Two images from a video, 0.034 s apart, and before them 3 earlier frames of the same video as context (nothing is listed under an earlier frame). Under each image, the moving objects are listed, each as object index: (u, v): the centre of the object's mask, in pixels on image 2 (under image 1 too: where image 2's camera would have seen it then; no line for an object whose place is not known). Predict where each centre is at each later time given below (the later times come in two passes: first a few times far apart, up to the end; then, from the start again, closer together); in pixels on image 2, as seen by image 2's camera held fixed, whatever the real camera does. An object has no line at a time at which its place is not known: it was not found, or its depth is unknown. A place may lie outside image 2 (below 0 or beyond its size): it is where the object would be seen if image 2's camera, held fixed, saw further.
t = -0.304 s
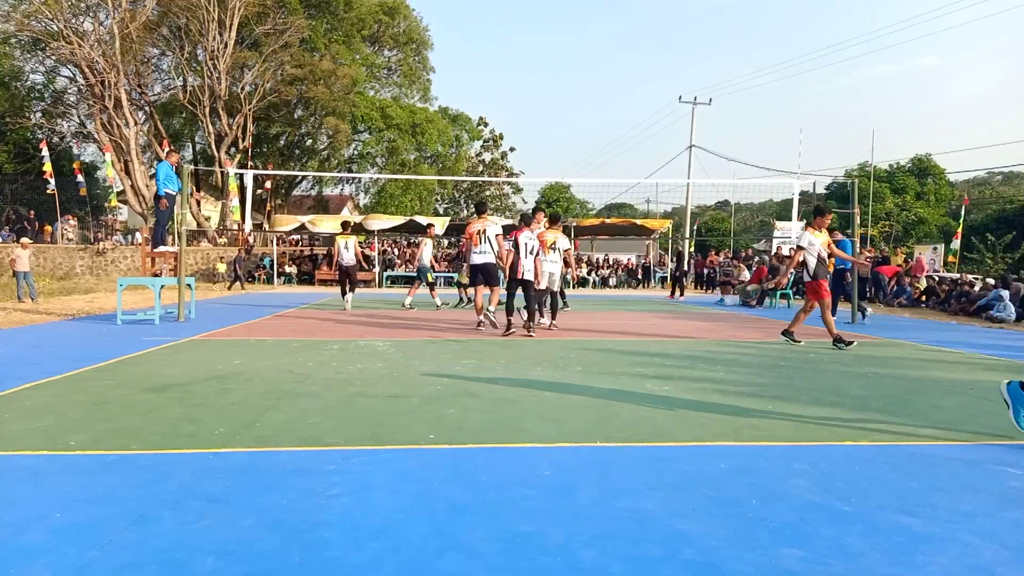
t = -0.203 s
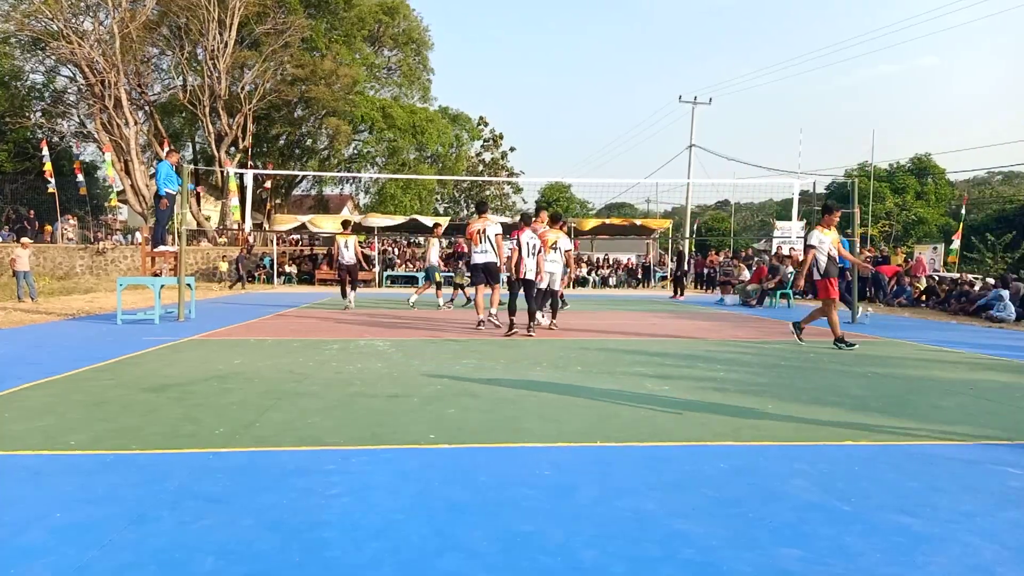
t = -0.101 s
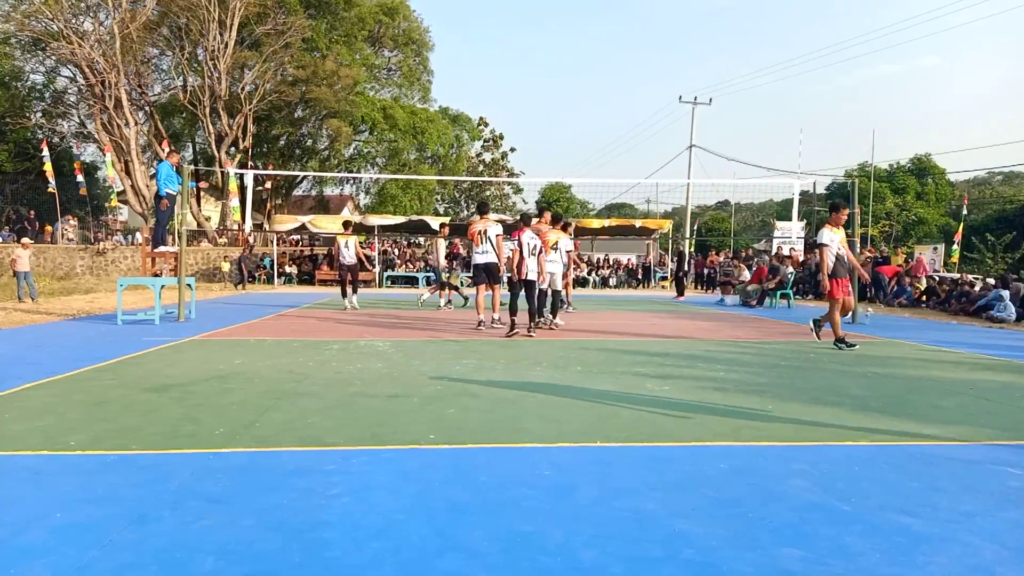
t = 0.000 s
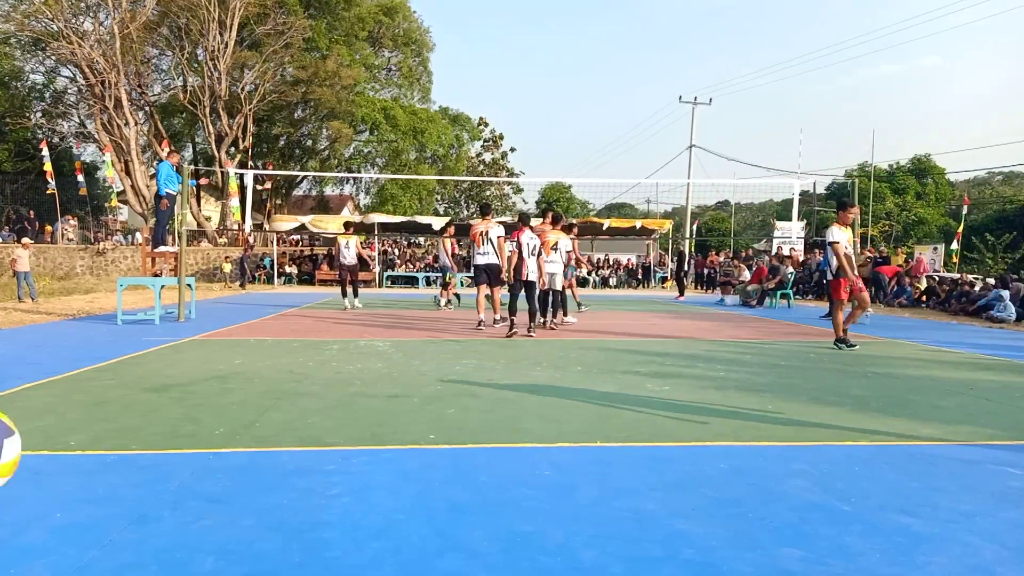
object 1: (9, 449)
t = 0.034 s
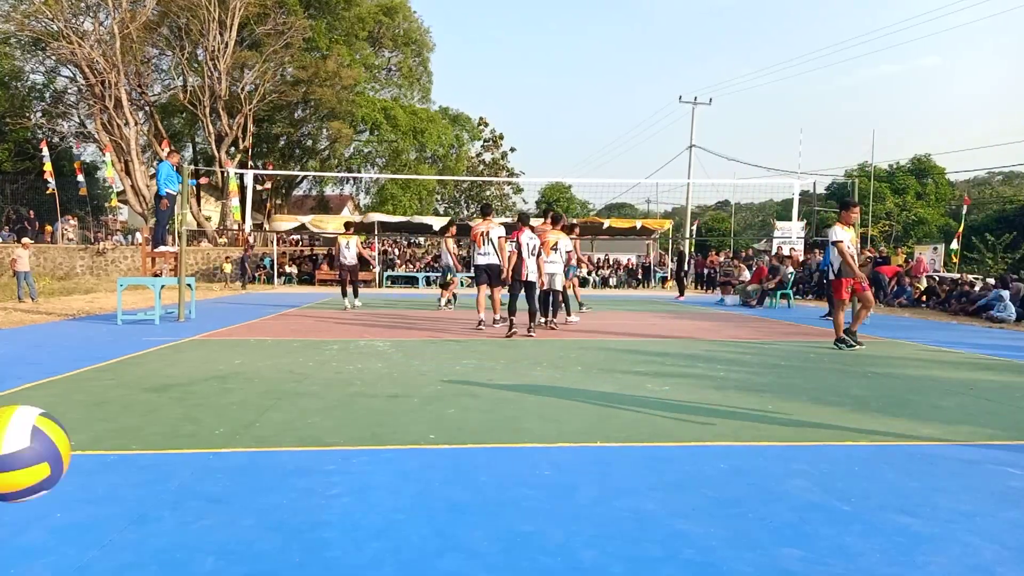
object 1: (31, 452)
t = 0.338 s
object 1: (417, 554)
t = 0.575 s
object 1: (680, 478)
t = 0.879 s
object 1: (950, 517)
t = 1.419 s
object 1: (1271, 478)
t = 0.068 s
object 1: (65, 461)
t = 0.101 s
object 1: (113, 474)
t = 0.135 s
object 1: (161, 491)
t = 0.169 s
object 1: (206, 513)
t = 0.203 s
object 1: (251, 537)
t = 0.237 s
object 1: (294, 554)
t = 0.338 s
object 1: (417, 554)
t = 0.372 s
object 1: (457, 539)
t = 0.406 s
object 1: (497, 520)
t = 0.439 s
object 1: (536, 502)
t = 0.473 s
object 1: (574, 490)
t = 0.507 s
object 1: (610, 482)
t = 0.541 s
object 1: (645, 478)
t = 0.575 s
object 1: (680, 478)
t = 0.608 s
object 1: (714, 484)
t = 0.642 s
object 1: (746, 493)
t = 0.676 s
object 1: (779, 508)
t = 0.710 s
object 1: (809, 526)
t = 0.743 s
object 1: (838, 544)
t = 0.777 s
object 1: (865, 557)
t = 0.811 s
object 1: (894, 552)
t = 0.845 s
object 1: (923, 538)
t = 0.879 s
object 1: (950, 517)
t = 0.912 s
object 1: (976, 501)
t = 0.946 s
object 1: (994, 488)
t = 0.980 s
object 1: (1006, 478)
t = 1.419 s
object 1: (1271, 478)
